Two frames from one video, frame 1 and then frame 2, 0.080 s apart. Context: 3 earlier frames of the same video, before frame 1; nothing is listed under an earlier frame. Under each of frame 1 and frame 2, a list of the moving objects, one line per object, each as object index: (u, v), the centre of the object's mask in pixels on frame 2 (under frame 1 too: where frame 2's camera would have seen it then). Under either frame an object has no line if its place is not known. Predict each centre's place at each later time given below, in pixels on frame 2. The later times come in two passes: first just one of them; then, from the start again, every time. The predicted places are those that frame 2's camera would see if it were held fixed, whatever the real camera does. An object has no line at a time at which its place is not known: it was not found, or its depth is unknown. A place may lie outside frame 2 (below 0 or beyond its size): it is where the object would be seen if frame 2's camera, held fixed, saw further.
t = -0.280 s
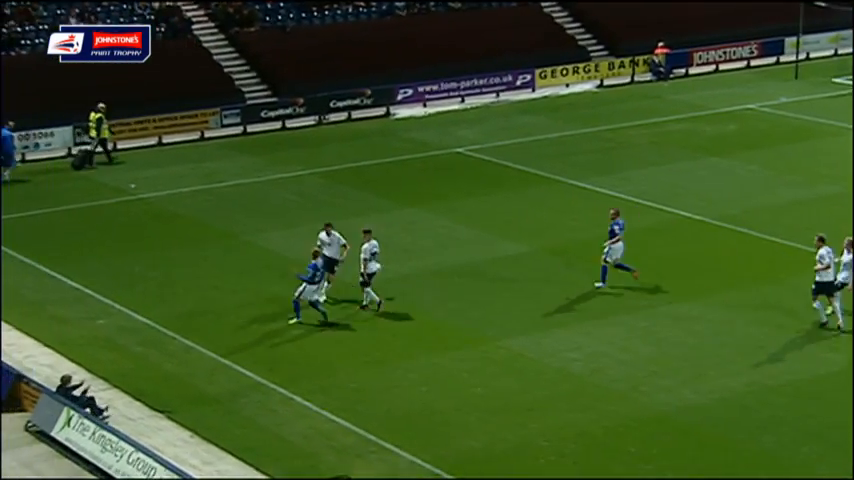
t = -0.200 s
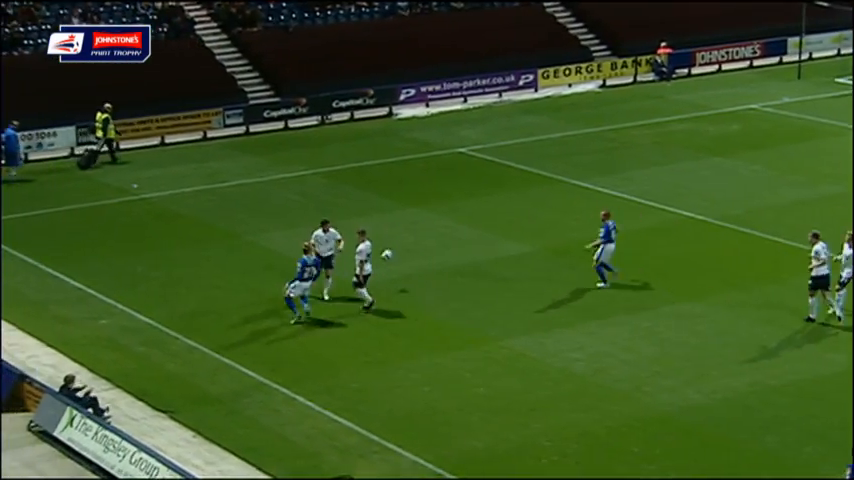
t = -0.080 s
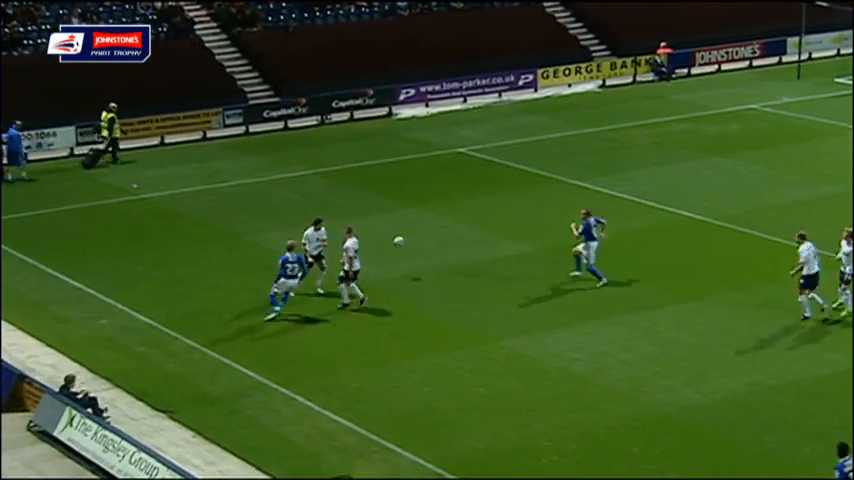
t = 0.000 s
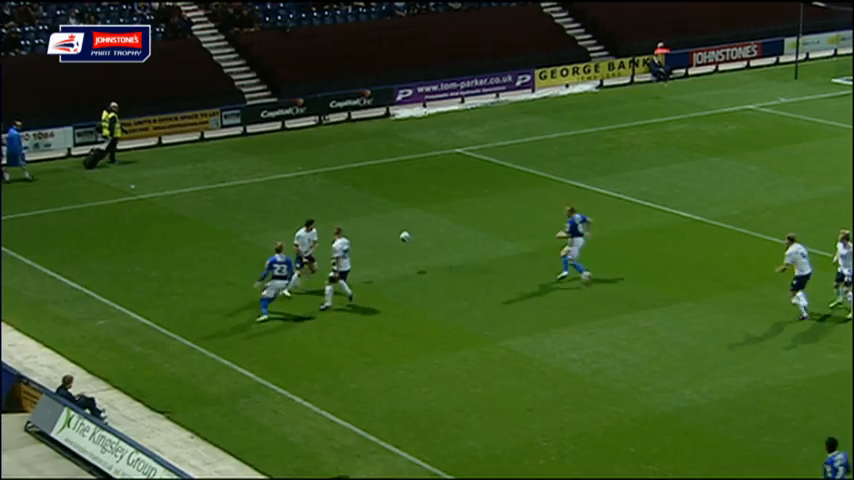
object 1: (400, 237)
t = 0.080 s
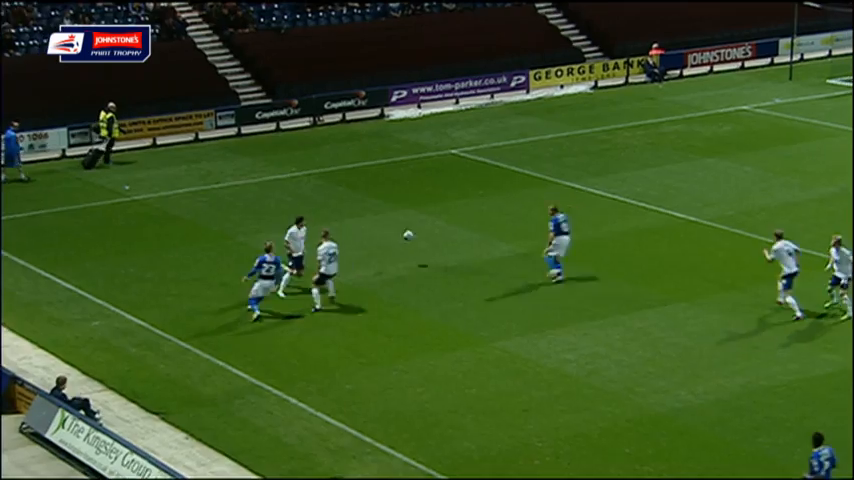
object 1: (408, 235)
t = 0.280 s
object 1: (429, 241)
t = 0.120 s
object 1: (412, 234)
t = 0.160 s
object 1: (416, 235)
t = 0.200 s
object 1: (420, 237)
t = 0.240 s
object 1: (425, 239)
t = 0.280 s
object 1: (429, 241)
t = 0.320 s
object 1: (432, 240)
